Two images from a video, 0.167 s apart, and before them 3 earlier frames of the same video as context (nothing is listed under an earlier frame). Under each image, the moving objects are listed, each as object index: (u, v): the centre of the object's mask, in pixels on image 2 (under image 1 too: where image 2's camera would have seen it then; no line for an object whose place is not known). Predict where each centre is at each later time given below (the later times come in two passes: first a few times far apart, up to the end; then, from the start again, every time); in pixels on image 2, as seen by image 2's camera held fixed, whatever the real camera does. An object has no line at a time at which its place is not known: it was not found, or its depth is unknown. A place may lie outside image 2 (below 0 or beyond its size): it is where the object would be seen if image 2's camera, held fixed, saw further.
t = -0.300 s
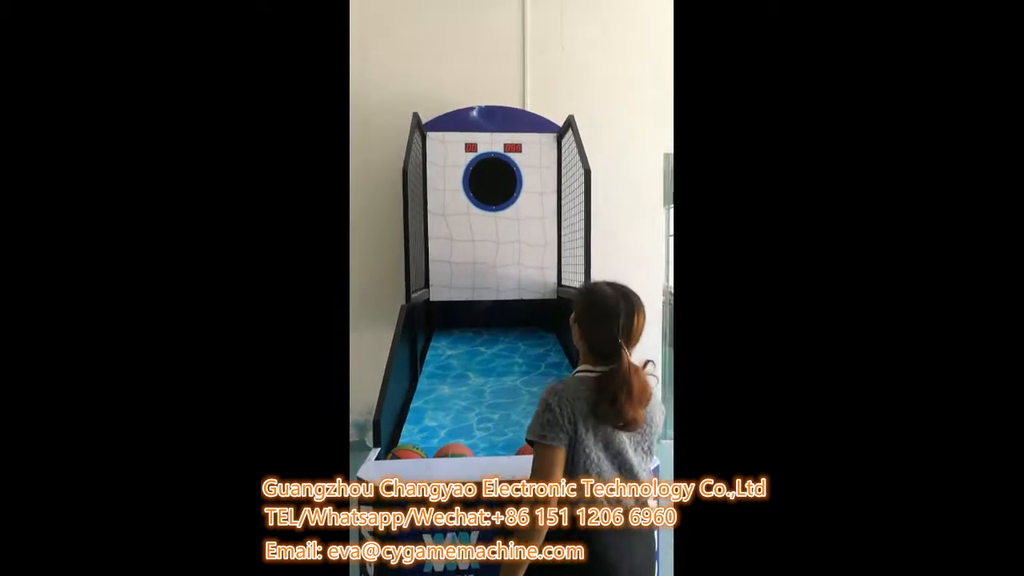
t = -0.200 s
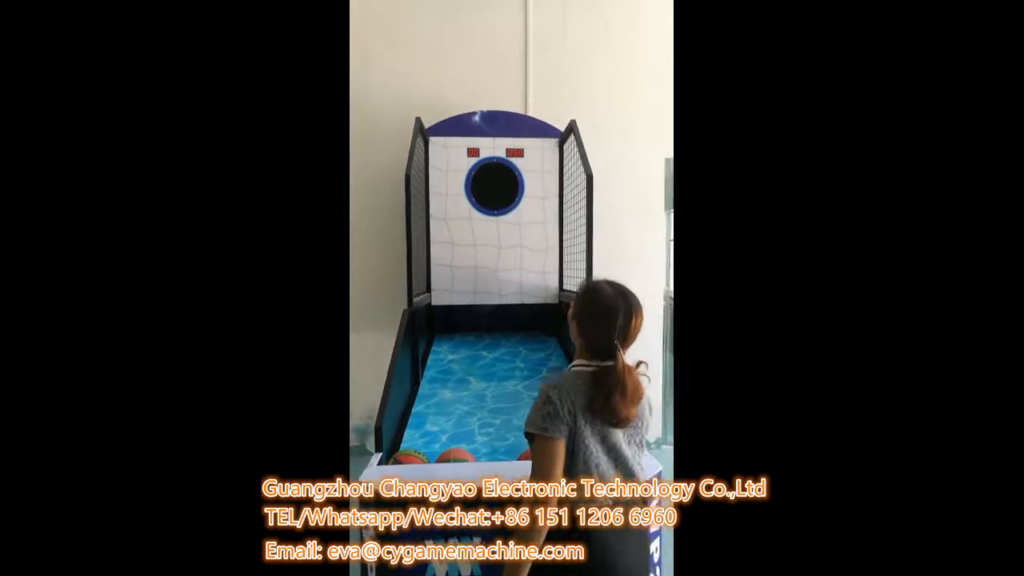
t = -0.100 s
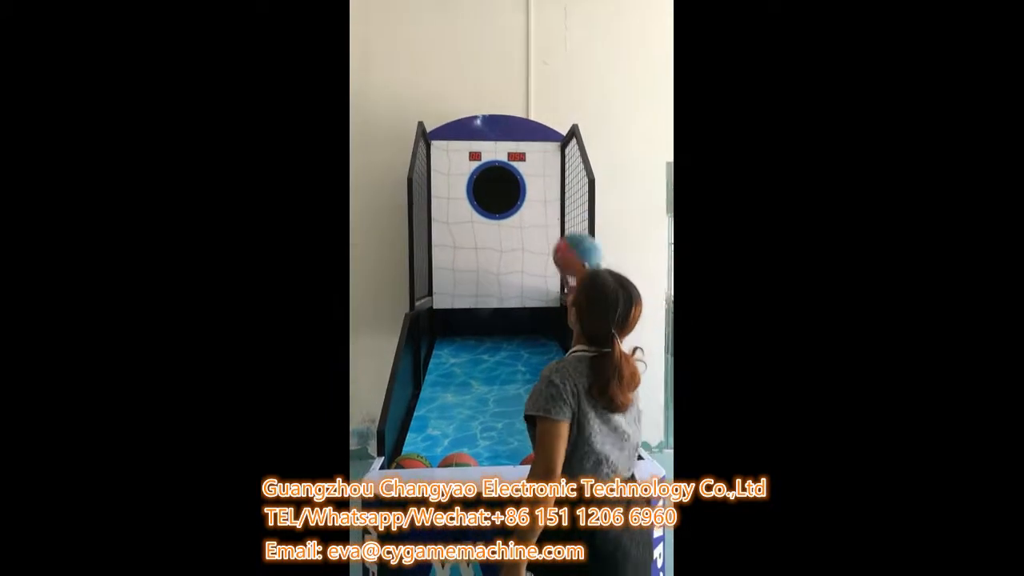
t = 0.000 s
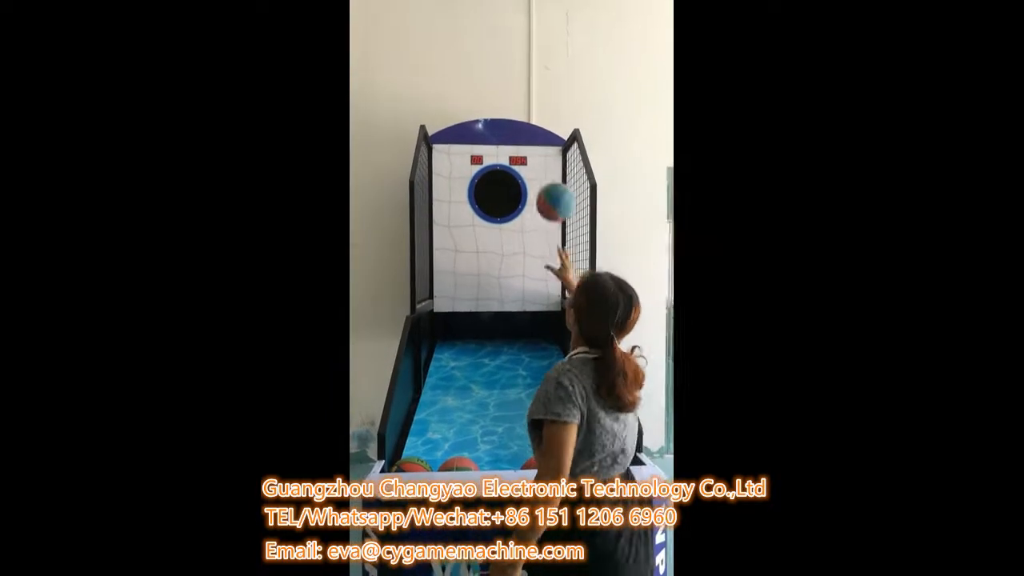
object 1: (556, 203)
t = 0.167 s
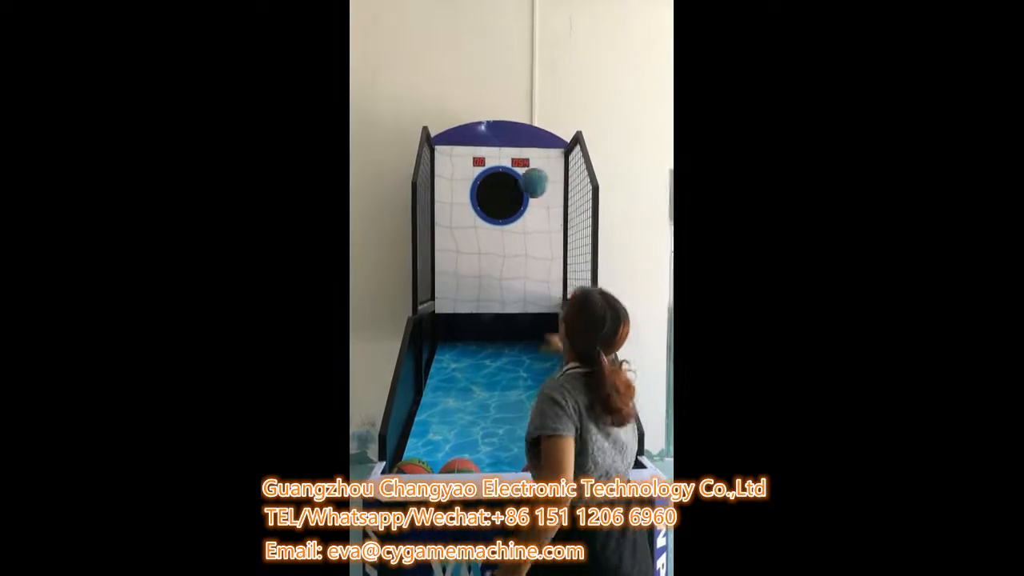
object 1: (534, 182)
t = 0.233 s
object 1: (526, 189)
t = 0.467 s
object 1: (486, 205)
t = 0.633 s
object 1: (437, 261)
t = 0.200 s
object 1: (530, 185)
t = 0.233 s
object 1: (526, 189)
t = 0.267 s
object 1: (523, 193)
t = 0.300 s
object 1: (520, 197)
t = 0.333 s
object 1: (516, 200)
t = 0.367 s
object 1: (509, 199)
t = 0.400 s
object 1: (501, 201)
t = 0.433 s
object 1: (494, 203)
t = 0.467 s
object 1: (486, 205)
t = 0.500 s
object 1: (477, 212)
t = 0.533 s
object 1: (467, 220)
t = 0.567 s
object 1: (456, 231)
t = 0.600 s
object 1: (447, 246)
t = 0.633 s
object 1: (437, 261)
